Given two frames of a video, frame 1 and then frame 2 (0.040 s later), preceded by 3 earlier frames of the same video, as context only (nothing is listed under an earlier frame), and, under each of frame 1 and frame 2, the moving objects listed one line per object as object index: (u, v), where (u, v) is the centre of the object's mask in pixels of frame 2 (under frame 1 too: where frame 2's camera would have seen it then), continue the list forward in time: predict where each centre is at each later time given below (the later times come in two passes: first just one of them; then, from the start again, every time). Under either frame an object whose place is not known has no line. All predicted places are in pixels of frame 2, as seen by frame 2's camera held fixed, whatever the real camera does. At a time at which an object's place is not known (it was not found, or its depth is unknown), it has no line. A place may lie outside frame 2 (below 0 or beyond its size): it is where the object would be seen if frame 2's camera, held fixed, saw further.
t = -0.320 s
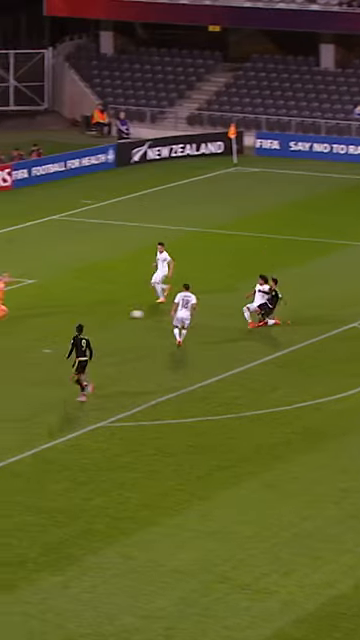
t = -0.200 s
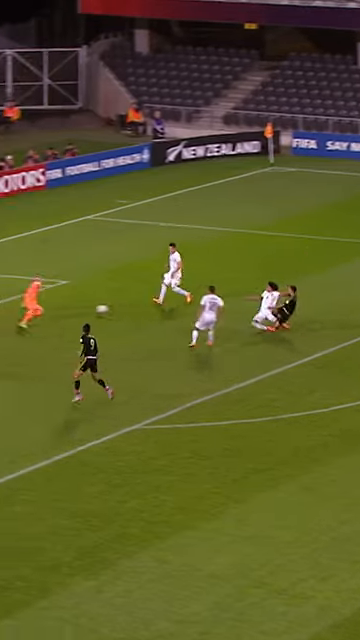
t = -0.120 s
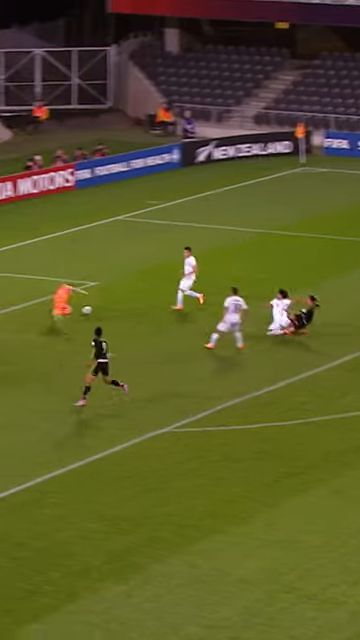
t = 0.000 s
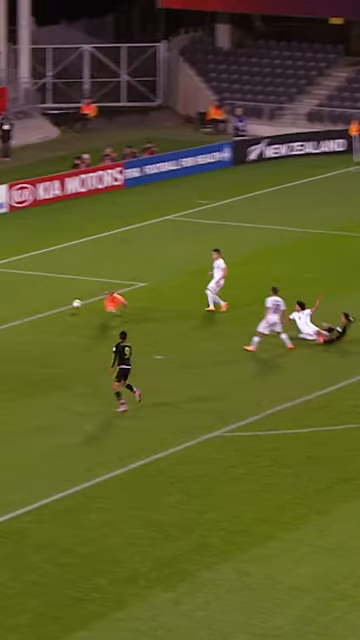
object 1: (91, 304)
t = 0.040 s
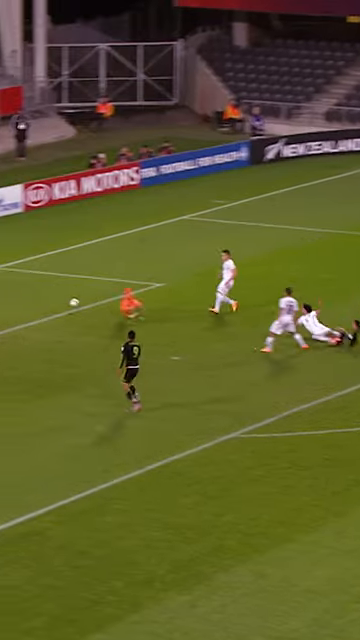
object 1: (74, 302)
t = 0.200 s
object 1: (5, 304)
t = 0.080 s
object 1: (56, 302)
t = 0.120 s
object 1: (38, 302)
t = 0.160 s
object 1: (22, 304)
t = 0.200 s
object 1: (5, 304)
